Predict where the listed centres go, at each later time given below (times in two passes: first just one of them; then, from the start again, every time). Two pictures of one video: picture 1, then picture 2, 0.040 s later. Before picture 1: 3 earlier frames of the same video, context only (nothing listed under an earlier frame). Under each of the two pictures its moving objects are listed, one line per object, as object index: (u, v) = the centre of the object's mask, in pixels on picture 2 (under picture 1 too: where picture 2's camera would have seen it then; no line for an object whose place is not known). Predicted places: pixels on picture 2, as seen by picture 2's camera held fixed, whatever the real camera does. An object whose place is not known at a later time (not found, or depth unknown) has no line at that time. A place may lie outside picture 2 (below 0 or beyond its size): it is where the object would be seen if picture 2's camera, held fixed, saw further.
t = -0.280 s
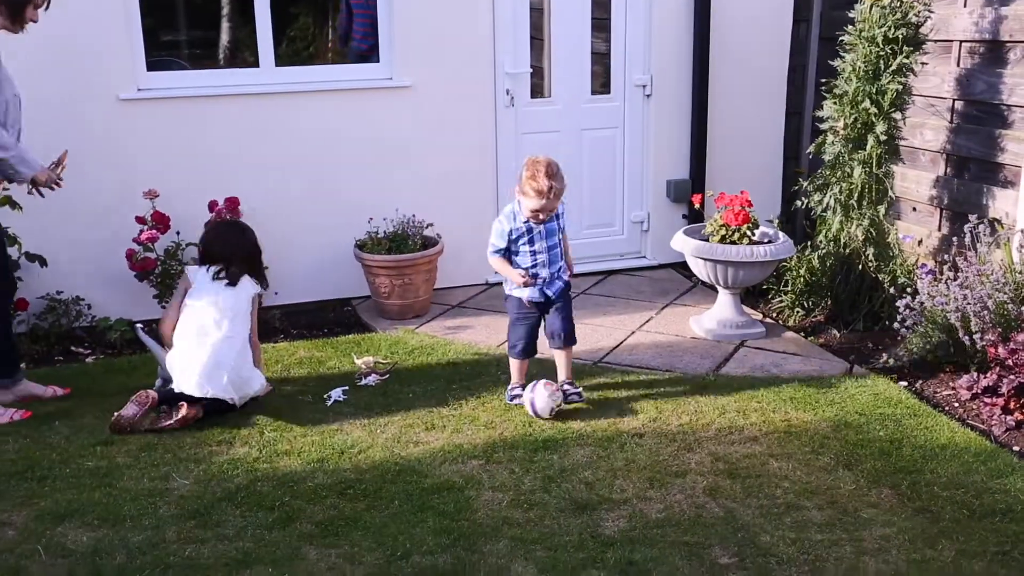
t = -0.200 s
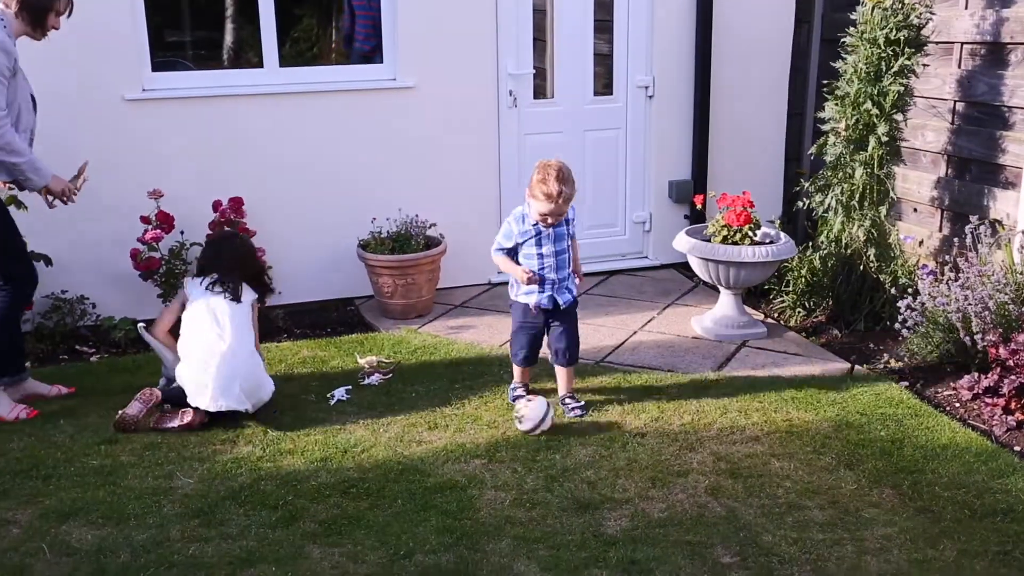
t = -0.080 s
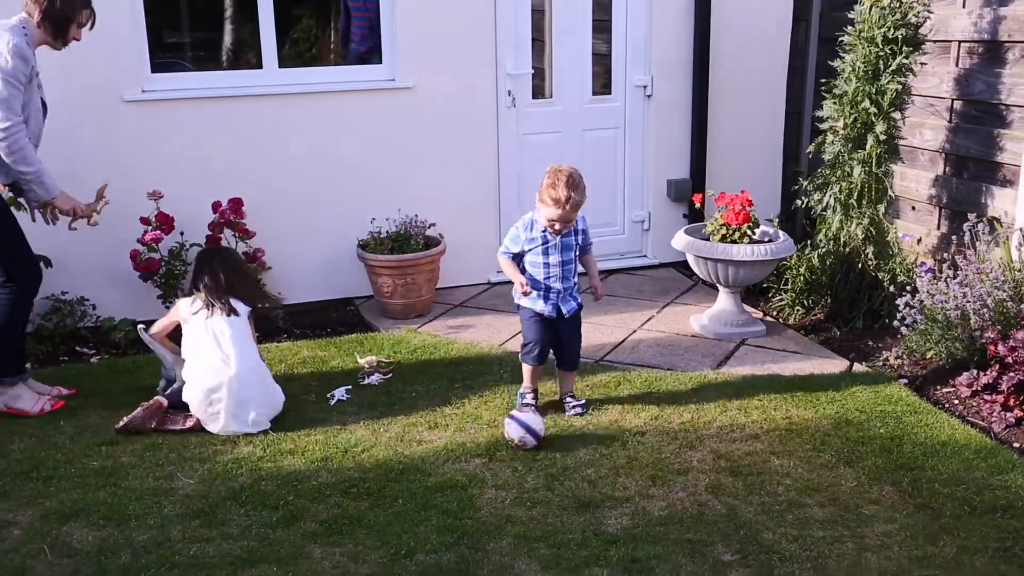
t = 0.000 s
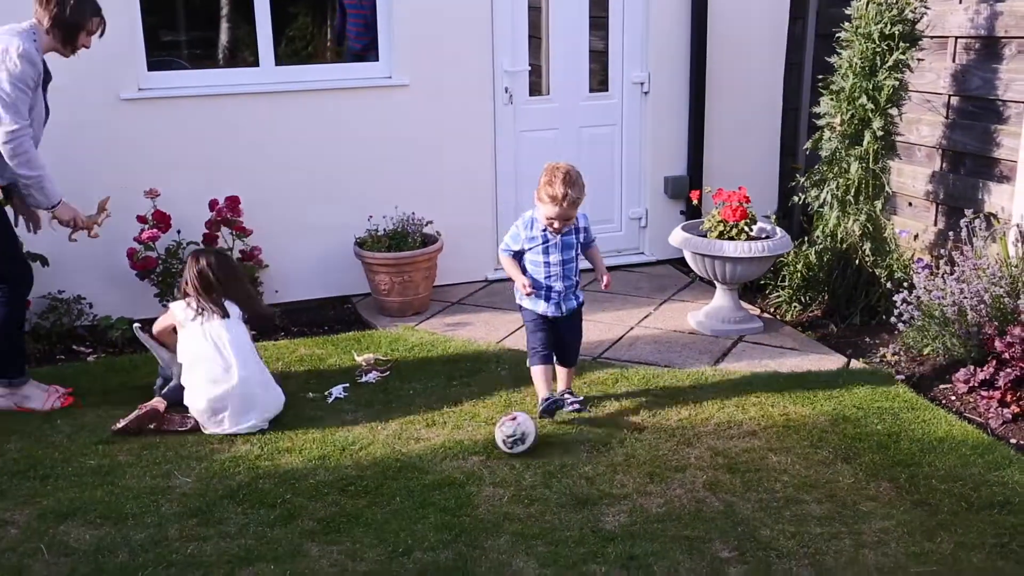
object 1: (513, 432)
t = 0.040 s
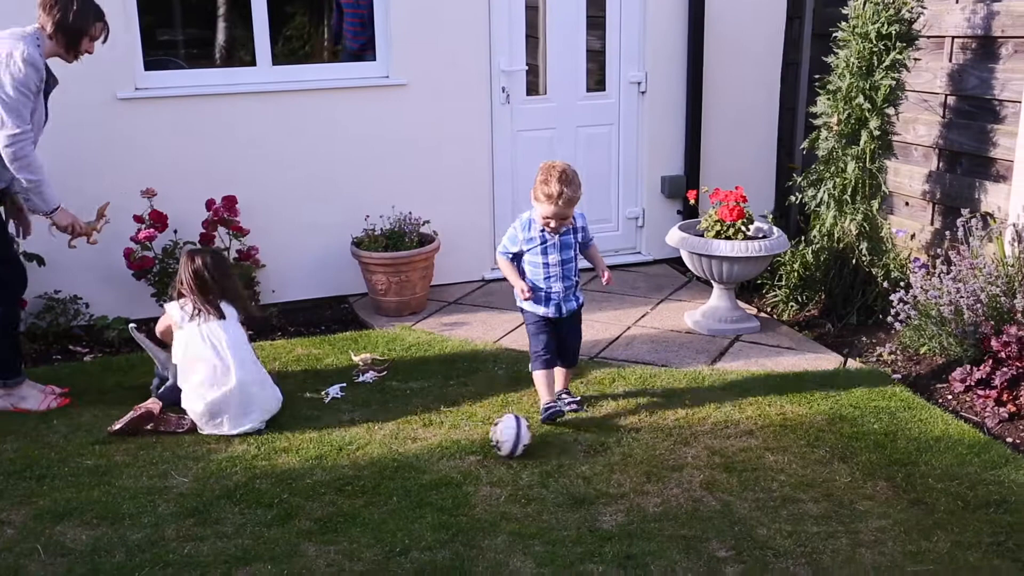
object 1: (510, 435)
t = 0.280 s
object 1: (500, 456)
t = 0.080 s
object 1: (507, 439)
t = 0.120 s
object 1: (506, 443)
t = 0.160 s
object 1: (504, 447)
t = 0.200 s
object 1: (503, 450)
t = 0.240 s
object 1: (502, 452)
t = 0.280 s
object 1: (500, 456)
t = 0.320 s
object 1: (498, 458)
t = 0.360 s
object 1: (498, 460)
